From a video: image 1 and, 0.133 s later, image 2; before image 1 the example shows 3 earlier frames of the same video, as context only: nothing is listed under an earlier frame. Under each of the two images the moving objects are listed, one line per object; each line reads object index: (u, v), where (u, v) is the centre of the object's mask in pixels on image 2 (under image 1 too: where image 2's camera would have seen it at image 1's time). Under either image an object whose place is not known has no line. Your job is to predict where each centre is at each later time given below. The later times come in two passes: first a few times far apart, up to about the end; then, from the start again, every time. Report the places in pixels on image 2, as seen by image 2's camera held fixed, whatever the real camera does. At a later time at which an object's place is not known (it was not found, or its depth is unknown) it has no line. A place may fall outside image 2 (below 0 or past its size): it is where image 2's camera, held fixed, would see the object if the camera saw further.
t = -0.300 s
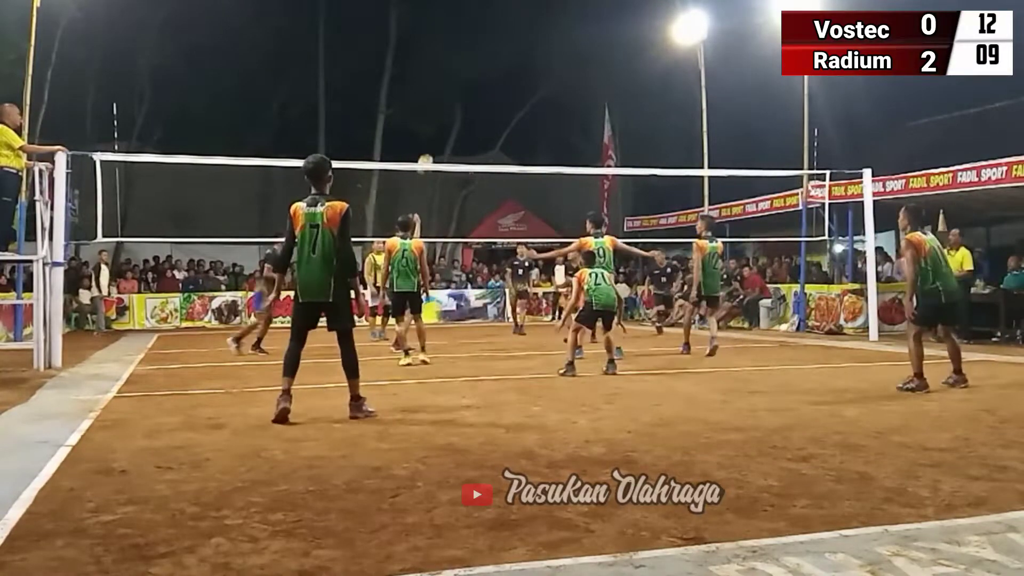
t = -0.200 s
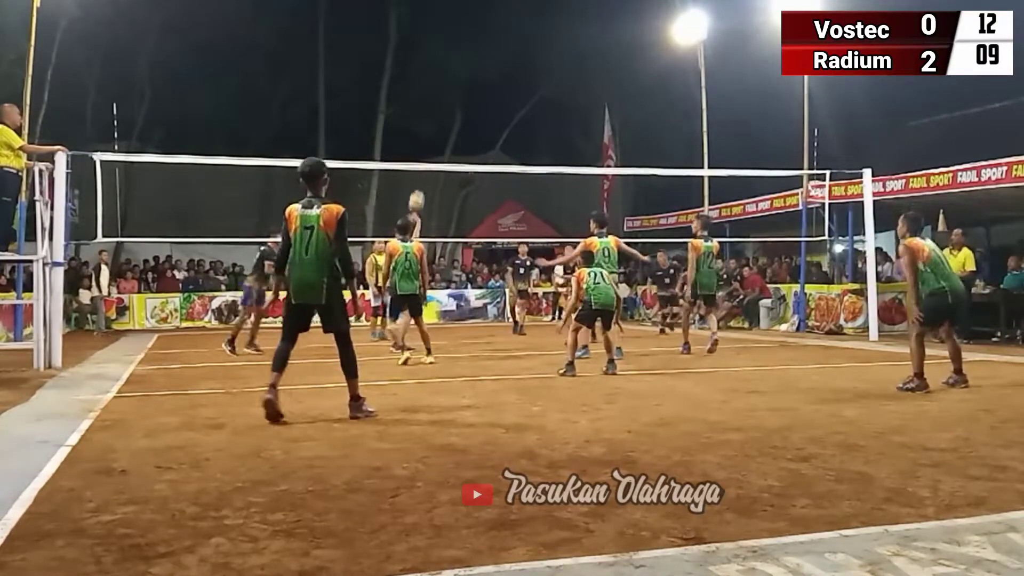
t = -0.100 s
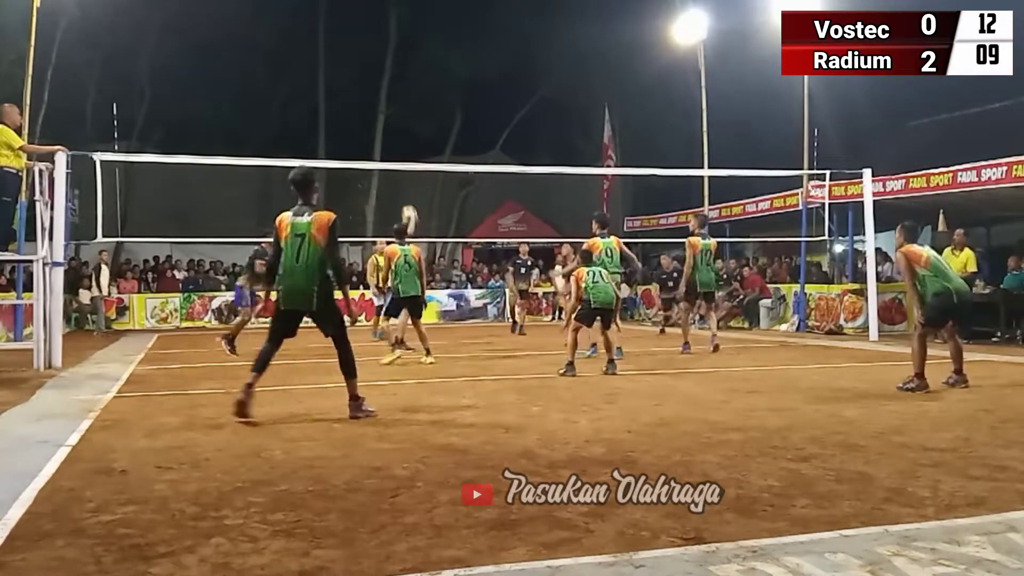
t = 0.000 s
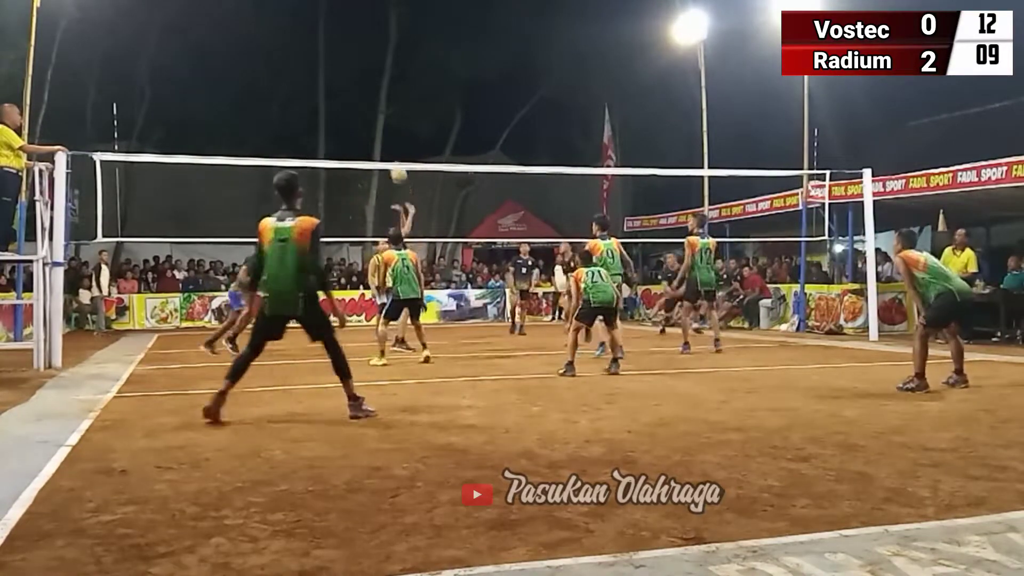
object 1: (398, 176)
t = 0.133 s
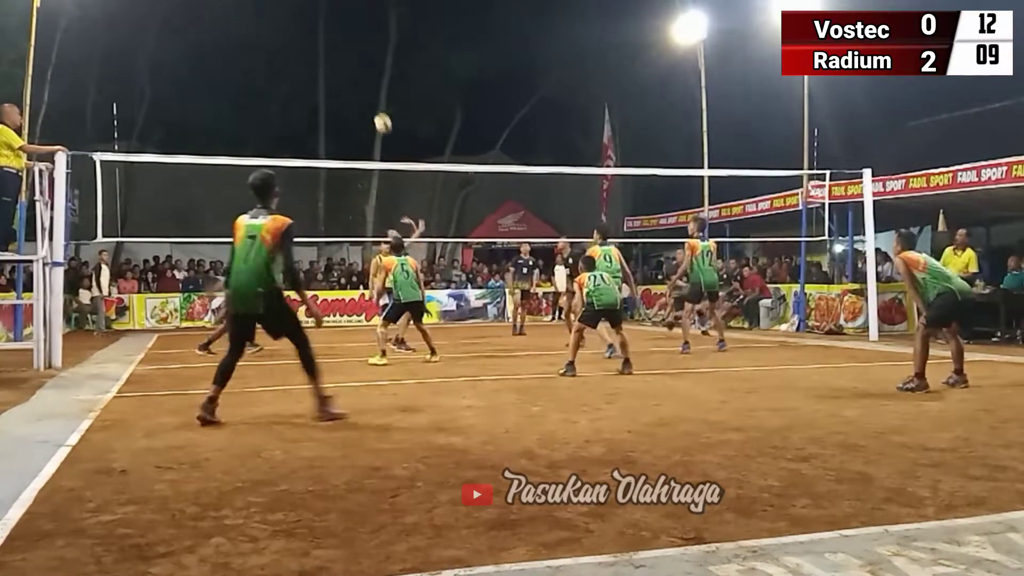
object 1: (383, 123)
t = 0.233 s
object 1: (372, 94)
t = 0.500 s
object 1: (344, 51)
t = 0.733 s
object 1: (320, 57)
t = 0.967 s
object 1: (297, 104)
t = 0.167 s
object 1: (379, 112)
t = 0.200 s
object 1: (375, 103)
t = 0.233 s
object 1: (372, 94)
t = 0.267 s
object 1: (368, 85)
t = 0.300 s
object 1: (364, 78)
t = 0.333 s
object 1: (361, 72)
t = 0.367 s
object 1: (357, 66)
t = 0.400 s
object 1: (354, 61)
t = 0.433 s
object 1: (351, 57)
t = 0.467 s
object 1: (347, 54)
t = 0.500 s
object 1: (344, 51)
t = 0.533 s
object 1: (340, 50)
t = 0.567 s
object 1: (337, 49)
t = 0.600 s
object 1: (333, 49)
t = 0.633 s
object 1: (330, 50)
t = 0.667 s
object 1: (327, 51)
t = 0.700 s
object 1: (323, 54)
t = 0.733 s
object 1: (320, 57)
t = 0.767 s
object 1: (317, 61)
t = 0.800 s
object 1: (313, 66)
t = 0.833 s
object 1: (310, 72)
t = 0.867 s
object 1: (307, 79)
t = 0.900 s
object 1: (304, 86)
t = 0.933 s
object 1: (300, 95)
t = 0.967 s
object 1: (297, 104)
